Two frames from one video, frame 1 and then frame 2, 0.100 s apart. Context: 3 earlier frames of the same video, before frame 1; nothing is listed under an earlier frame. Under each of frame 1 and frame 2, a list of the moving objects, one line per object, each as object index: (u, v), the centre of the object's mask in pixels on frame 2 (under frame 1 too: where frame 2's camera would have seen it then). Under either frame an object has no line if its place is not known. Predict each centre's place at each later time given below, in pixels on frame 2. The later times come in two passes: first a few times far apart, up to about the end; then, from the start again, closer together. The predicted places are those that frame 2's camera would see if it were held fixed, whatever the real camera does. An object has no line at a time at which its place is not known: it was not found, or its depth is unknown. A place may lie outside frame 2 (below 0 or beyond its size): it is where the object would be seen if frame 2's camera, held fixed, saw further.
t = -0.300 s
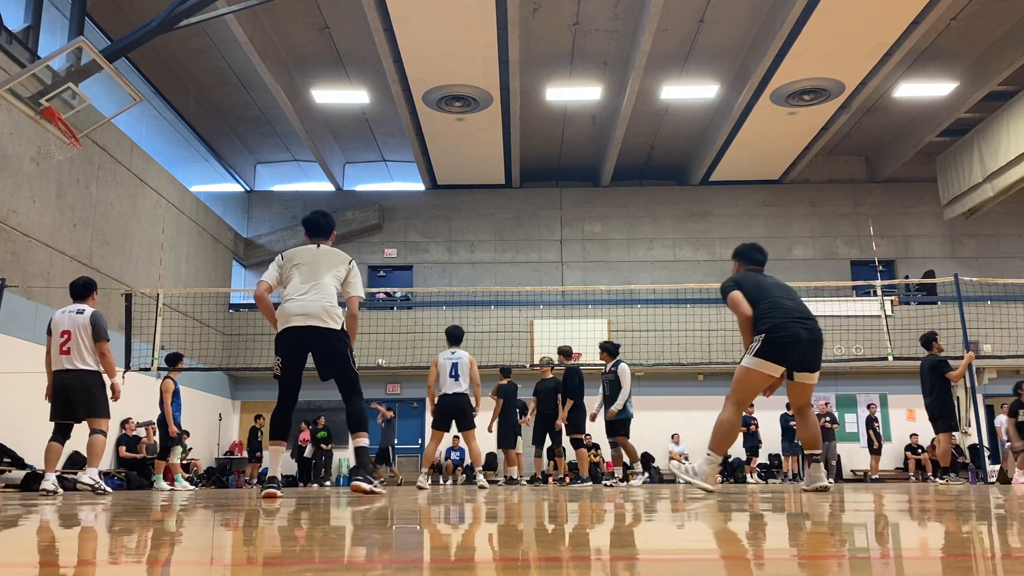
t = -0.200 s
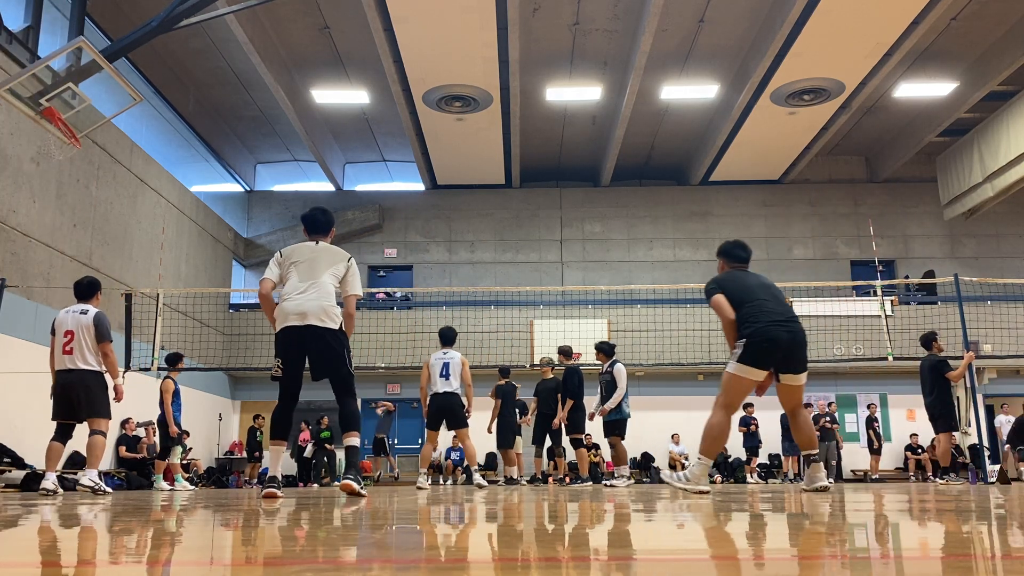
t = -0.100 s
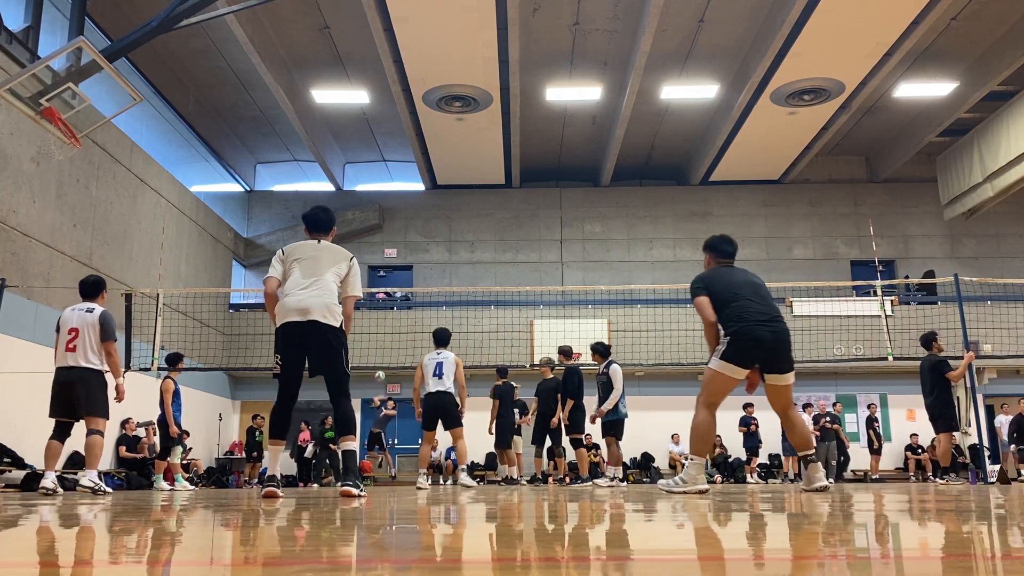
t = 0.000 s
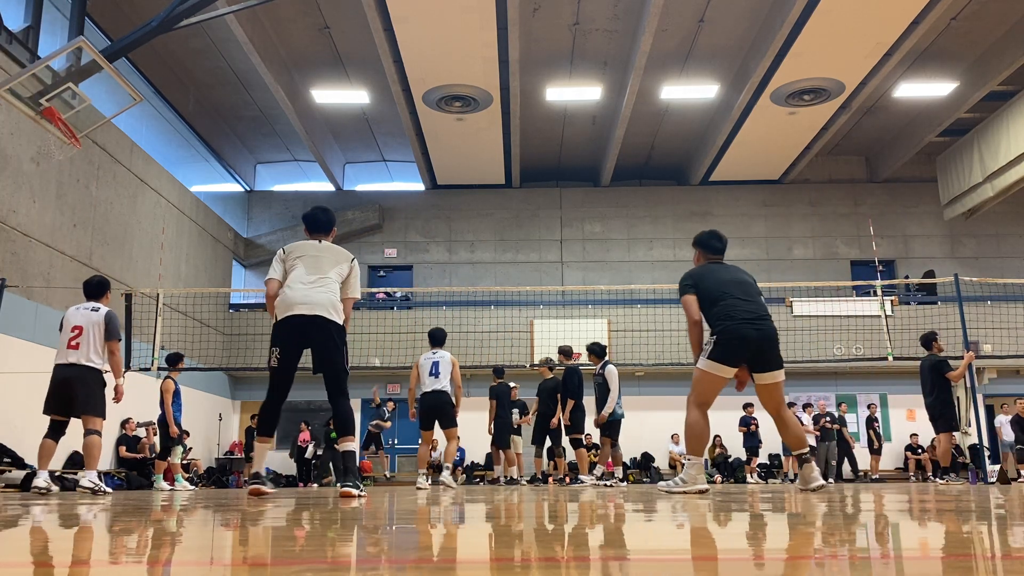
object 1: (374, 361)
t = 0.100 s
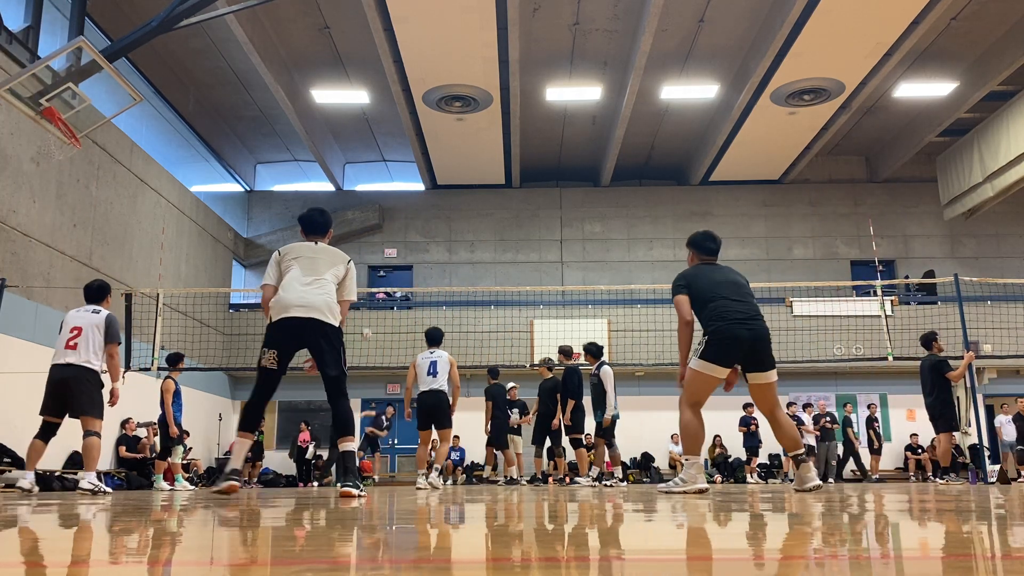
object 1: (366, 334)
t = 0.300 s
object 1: (347, 278)
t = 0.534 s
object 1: (313, 224)
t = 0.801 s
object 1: (249, 190)
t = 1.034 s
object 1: (146, 201)
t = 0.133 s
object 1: (364, 325)
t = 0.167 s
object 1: (360, 315)
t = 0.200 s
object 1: (358, 305)
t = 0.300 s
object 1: (347, 278)
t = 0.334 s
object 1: (344, 270)
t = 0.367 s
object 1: (339, 262)
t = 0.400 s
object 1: (334, 254)
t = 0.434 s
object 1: (329, 245)
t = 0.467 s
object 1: (325, 239)
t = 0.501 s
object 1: (319, 231)
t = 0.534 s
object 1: (313, 224)
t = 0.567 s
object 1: (307, 218)
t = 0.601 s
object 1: (299, 212)
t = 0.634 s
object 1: (293, 207)
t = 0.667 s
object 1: (286, 202)
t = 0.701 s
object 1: (277, 198)
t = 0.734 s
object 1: (268, 195)
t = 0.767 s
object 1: (258, 192)
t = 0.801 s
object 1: (249, 190)
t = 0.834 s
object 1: (239, 189)
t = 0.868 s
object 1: (225, 190)
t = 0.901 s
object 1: (212, 190)
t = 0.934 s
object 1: (197, 191)
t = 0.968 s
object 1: (182, 194)
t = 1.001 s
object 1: (166, 197)
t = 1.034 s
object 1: (146, 201)
